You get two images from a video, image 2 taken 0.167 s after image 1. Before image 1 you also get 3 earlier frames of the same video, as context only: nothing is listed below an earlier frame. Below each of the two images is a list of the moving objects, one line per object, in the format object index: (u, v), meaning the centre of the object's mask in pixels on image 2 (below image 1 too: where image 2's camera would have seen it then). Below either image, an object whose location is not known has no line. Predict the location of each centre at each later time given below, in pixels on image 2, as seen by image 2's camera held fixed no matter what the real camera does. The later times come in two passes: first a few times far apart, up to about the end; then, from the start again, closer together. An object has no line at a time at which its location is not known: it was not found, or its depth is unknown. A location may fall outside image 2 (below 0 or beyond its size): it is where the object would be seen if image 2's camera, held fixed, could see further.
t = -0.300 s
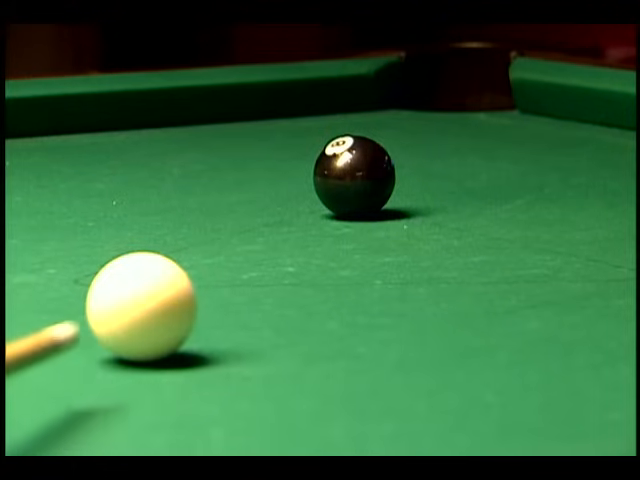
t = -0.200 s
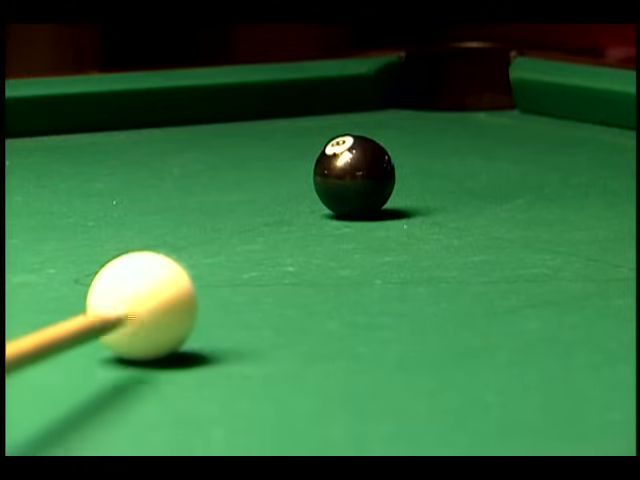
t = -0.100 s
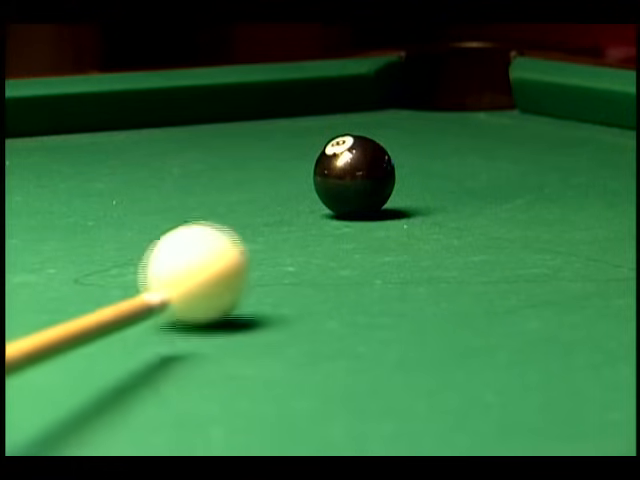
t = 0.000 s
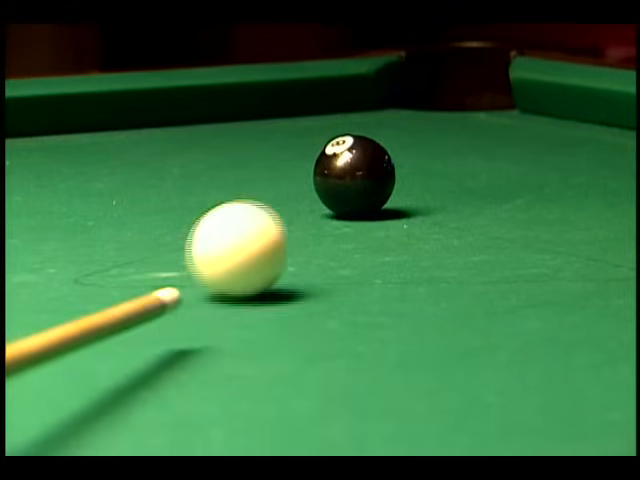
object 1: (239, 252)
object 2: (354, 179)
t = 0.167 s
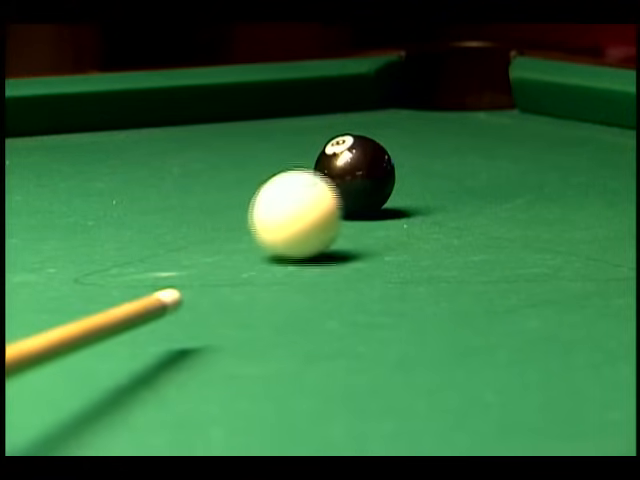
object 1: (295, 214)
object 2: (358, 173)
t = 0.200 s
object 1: (306, 207)
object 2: (361, 170)
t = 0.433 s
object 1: (354, 177)
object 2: (378, 136)
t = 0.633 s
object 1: (388, 180)
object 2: (396, 132)
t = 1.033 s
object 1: (427, 166)
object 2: (420, 111)
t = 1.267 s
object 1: (444, 160)
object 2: (435, 98)
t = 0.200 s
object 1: (306, 207)
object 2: (361, 170)
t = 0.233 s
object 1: (315, 201)
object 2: (364, 166)
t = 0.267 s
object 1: (326, 194)
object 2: (367, 162)
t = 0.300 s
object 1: (335, 187)
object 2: (370, 155)
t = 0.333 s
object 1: (342, 183)
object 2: (371, 151)
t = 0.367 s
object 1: (345, 182)
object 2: (373, 145)
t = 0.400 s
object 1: (351, 180)
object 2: (376, 141)
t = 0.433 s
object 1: (354, 177)
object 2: (378, 136)
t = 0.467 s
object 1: (360, 179)
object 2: (380, 137)
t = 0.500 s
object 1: (366, 180)
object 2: (383, 136)
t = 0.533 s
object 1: (373, 183)
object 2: (388, 139)
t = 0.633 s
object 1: (388, 180)
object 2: (396, 132)
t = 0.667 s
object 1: (389, 176)
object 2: (395, 128)
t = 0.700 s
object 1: (393, 176)
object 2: (398, 127)
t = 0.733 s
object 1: (396, 175)
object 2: (399, 124)
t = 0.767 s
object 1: (402, 175)
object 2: (403, 123)
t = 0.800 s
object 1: (405, 173)
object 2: (403, 121)
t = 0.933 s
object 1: (418, 169)
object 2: (415, 114)
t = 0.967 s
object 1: (421, 168)
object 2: (417, 113)
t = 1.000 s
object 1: (424, 168)
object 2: (419, 112)
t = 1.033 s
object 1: (427, 166)
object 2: (420, 111)
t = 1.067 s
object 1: (429, 166)
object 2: (422, 110)
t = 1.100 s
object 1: (433, 165)
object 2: (425, 108)
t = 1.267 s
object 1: (444, 160)
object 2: (435, 98)
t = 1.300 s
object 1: (442, 160)
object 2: (434, 98)
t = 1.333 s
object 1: (438, 160)
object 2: (431, 95)
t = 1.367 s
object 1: (437, 159)
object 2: (430, 94)
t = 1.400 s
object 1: (449, 160)
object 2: (439, 94)
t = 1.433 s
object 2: (446, 91)
